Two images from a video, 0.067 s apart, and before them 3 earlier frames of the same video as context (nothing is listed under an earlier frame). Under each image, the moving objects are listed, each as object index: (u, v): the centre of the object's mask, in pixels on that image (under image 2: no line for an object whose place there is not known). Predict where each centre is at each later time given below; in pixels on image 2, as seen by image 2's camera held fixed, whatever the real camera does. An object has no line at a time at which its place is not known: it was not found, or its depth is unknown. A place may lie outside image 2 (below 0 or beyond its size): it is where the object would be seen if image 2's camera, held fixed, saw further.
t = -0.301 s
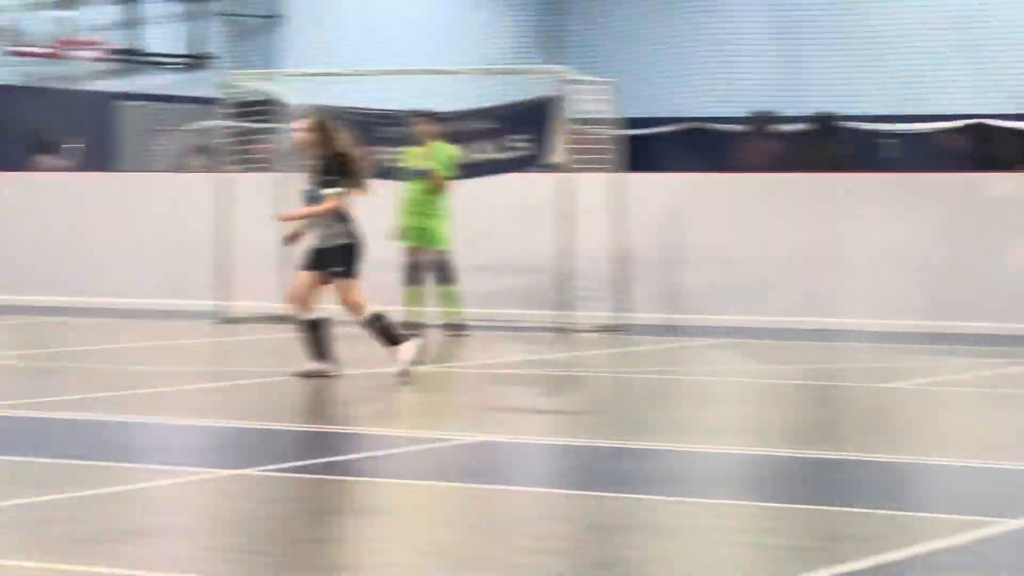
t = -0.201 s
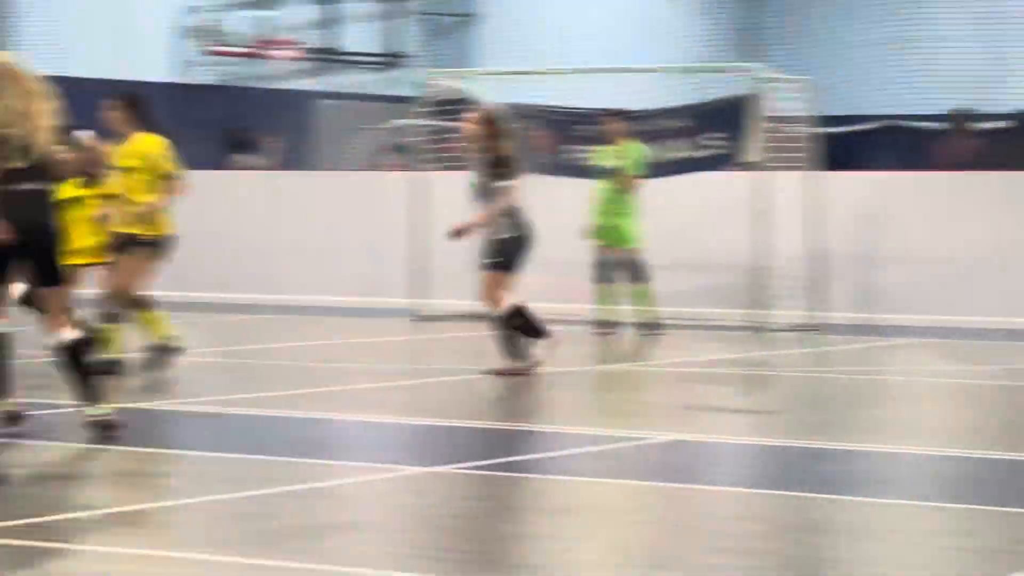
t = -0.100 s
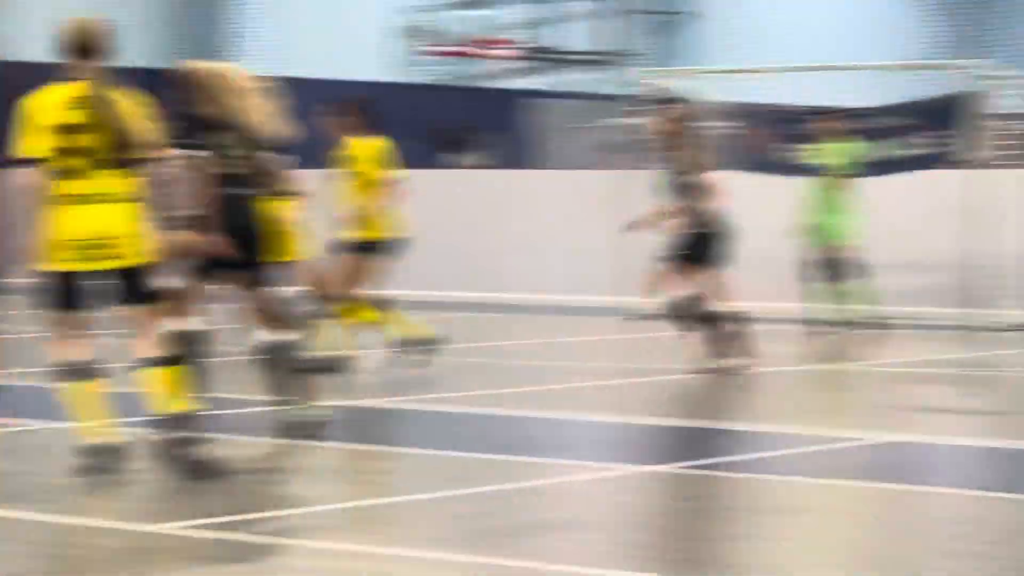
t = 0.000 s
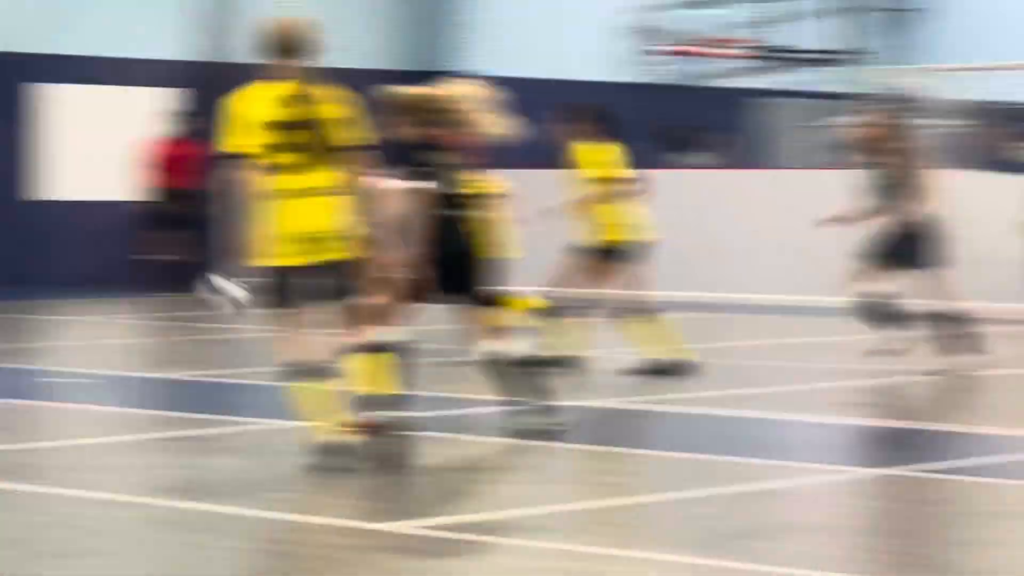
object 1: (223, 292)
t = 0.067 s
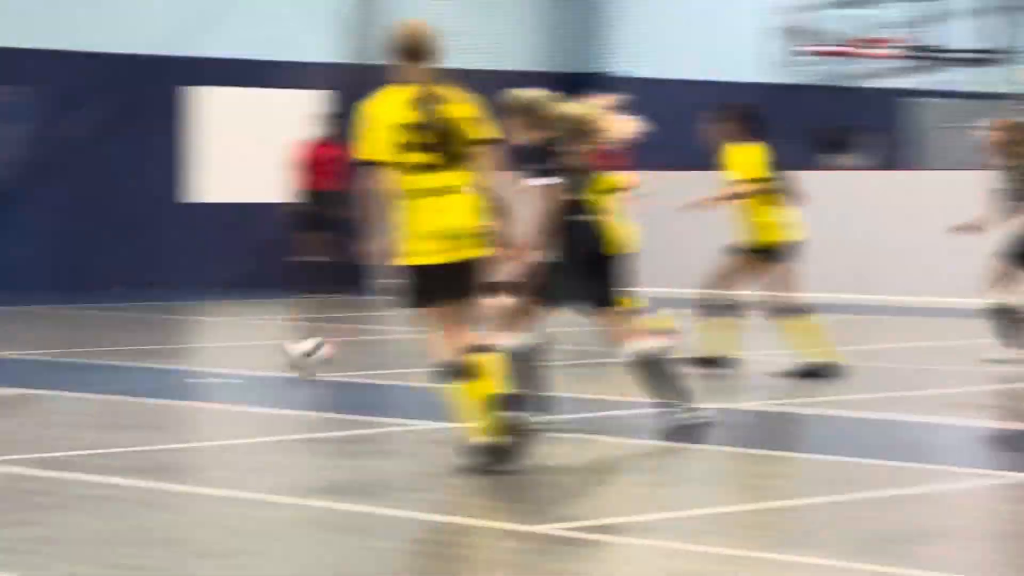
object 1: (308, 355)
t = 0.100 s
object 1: (291, 331)
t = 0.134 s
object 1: (272, 314)
